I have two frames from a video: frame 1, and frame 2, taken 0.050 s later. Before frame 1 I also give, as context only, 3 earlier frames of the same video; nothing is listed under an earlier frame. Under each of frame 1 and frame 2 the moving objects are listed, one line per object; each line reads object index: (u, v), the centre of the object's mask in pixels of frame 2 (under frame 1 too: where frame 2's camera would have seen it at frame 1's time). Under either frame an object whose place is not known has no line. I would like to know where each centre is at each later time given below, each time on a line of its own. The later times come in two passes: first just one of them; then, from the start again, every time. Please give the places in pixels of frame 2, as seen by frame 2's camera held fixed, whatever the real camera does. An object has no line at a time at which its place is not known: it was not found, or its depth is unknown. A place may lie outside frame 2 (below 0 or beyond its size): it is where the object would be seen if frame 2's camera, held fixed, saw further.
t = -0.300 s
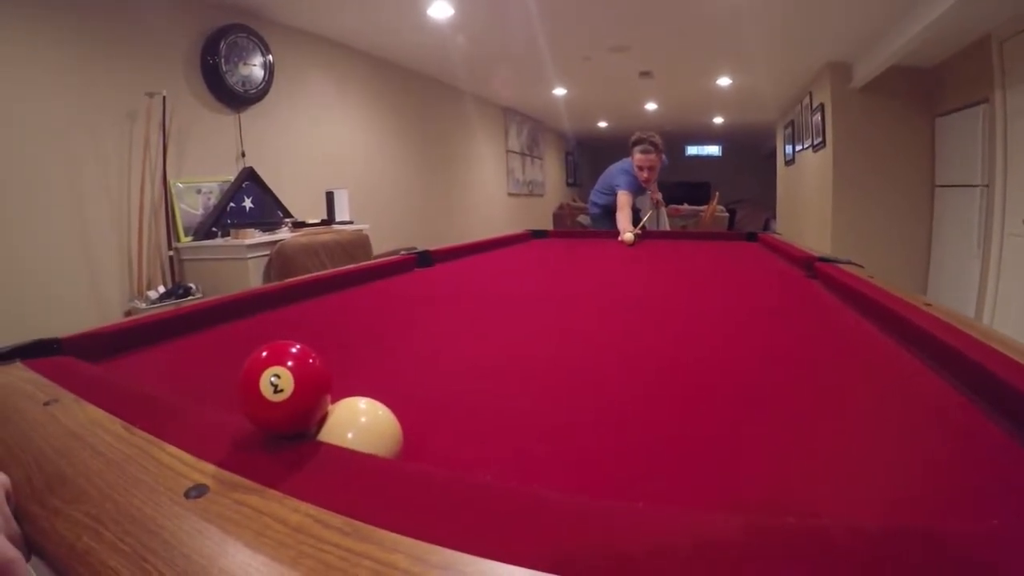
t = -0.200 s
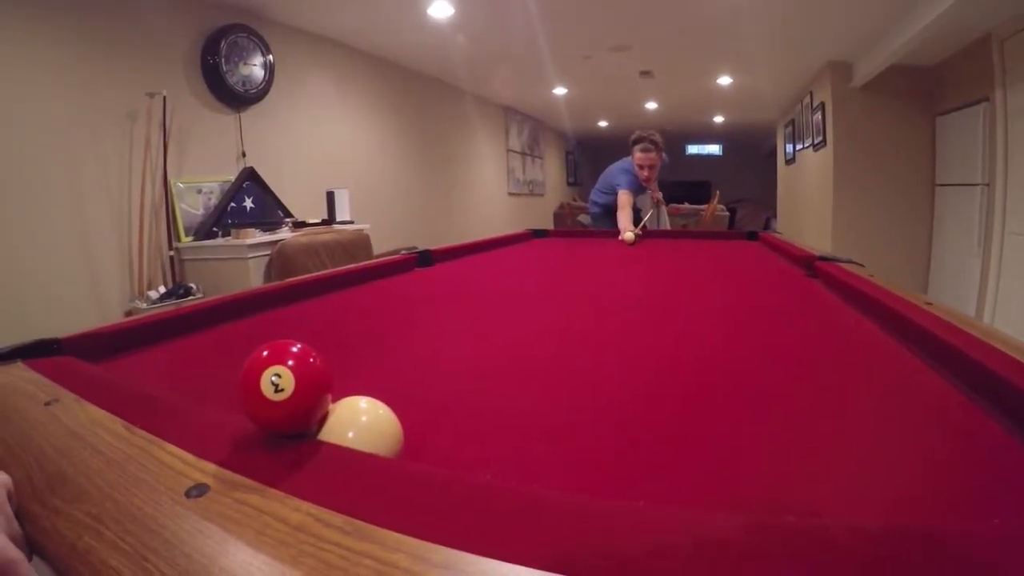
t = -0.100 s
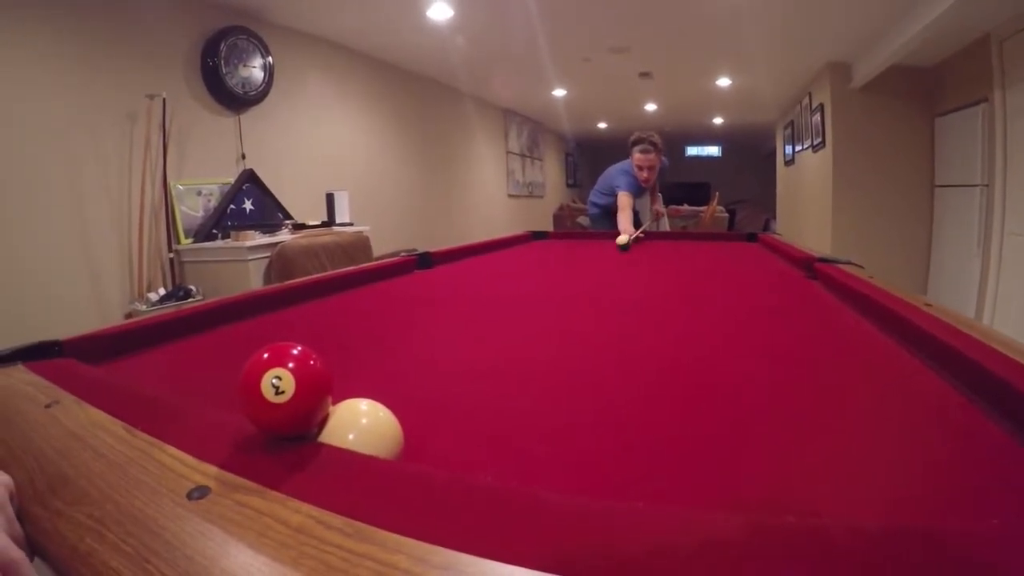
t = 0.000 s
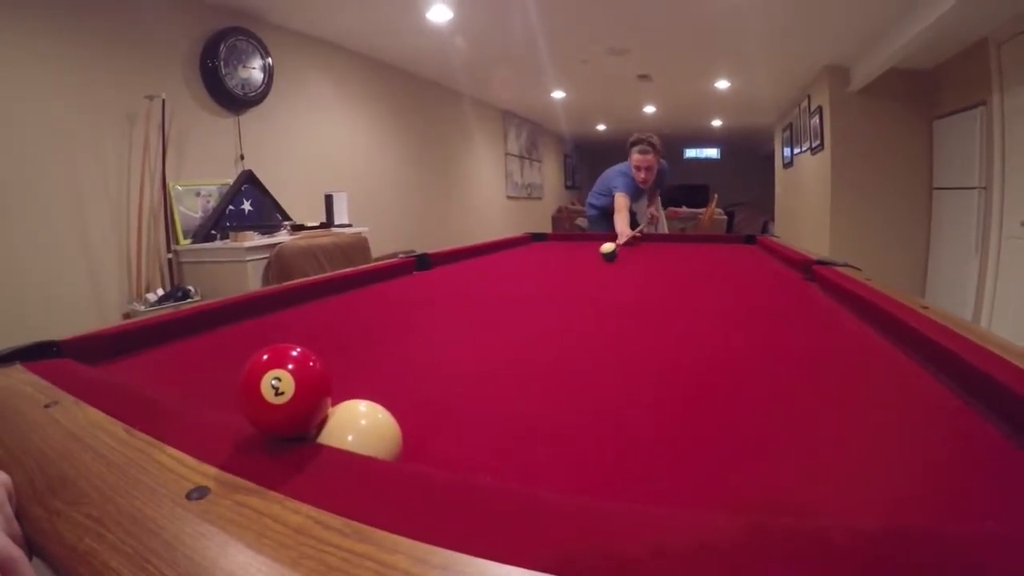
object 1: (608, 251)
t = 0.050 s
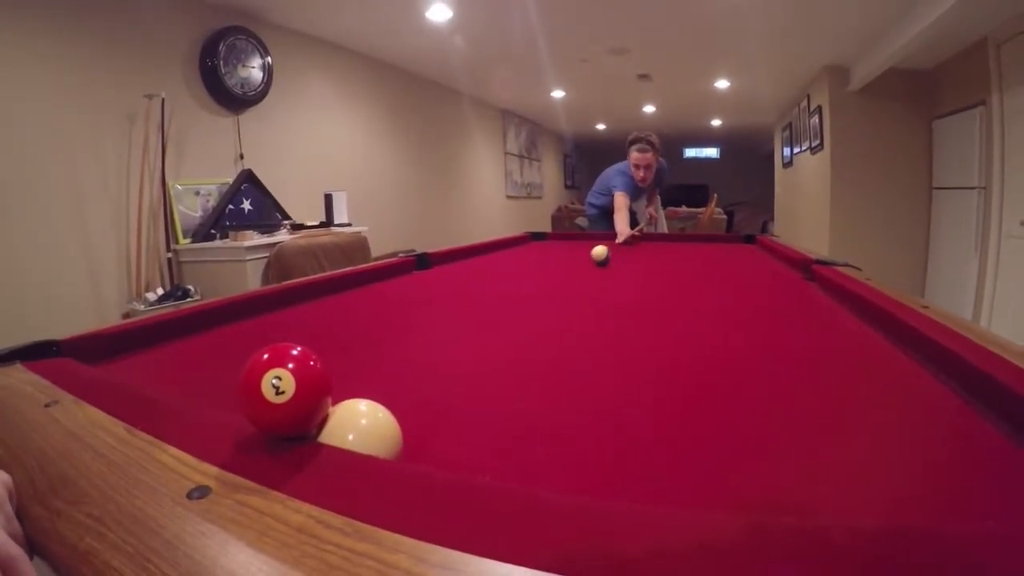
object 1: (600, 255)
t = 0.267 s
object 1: (554, 282)
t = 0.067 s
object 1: (597, 257)
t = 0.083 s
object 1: (594, 259)
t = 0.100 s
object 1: (592, 261)
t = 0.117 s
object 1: (589, 262)
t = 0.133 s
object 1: (586, 264)
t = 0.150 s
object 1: (582, 266)
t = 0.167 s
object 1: (578, 268)
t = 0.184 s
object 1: (575, 270)
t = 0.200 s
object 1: (571, 272)
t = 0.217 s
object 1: (567, 274)
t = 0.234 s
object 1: (563, 276)
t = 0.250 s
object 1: (559, 279)
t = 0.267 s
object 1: (554, 282)
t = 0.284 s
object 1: (550, 284)
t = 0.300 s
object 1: (545, 287)
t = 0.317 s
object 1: (540, 290)
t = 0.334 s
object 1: (534, 293)
